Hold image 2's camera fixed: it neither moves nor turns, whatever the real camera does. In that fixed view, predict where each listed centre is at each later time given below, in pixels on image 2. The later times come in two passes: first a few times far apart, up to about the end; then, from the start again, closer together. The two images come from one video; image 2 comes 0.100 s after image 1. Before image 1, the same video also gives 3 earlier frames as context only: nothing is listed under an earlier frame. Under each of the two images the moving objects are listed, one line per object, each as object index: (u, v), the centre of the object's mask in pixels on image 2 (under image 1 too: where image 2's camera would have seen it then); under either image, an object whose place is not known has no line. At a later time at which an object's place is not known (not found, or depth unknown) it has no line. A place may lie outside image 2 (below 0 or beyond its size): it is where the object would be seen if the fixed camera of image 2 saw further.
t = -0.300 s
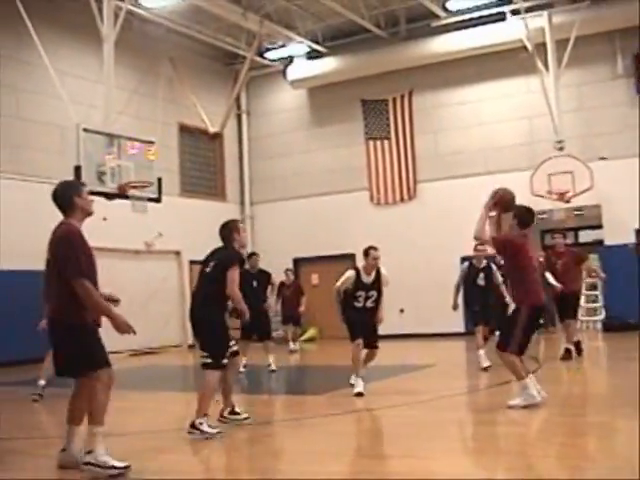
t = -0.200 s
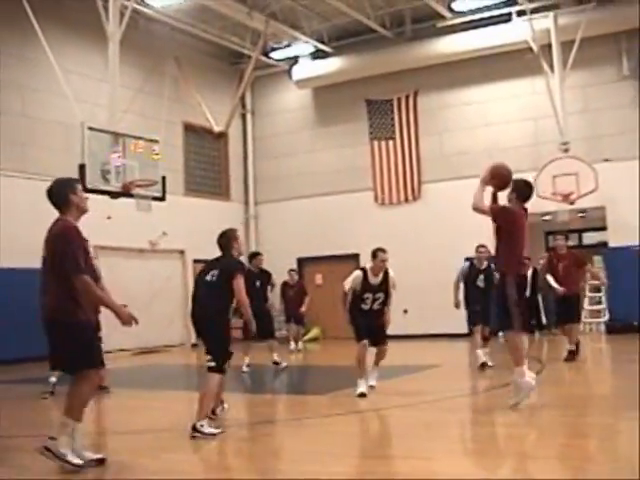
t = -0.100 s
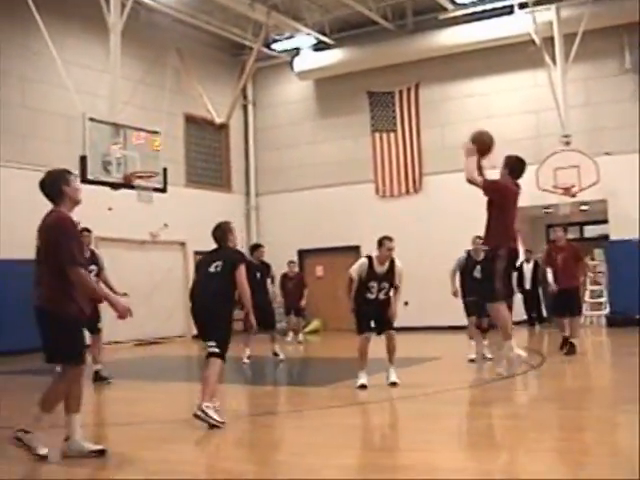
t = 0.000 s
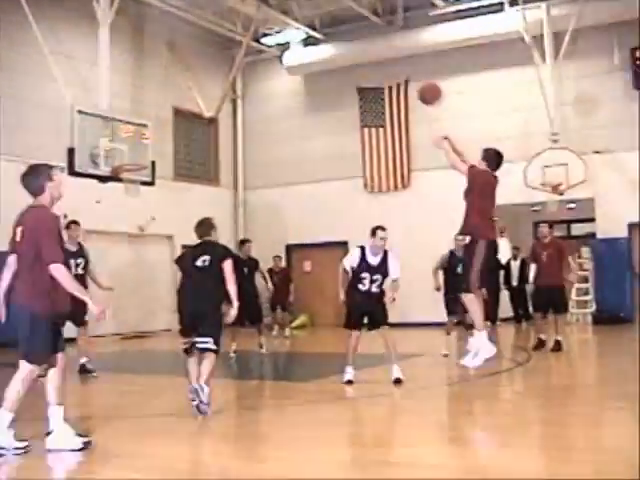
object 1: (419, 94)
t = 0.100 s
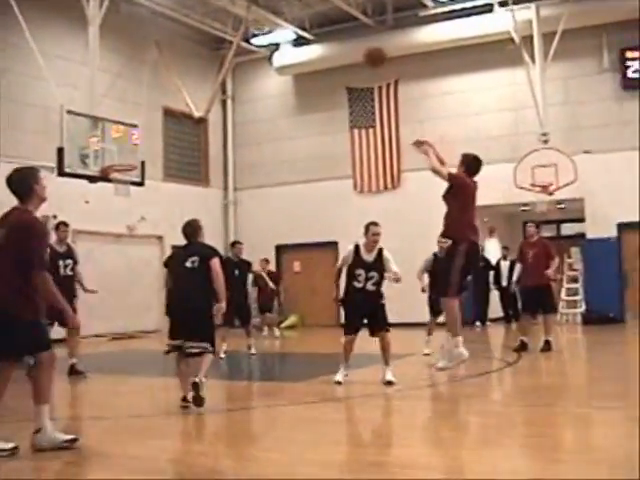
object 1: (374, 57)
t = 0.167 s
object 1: (349, 39)
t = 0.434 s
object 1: (264, 13)
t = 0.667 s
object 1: (207, 29)
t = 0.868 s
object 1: (167, 74)
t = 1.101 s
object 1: (130, 145)
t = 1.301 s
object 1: (126, 132)
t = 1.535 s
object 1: (146, 108)
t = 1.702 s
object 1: (163, 112)
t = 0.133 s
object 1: (362, 47)
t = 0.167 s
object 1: (349, 39)
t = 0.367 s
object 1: (281, 14)
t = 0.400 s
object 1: (273, 13)
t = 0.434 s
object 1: (264, 13)
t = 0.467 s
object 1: (254, 13)
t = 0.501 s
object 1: (246, 16)
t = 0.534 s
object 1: (238, 19)
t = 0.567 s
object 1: (231, 21)
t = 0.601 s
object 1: (223, 24)
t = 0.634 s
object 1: (215, 32)
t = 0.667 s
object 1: (207, 29)
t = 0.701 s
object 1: (202, 38)
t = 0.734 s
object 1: (194, 45)
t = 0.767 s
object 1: (186, 52)
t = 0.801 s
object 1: (179, 60)
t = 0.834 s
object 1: (173, 66)
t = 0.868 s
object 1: (167, 74)
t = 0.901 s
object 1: (161, 83)
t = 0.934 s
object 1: (156, 93)
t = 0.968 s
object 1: (150, 102)
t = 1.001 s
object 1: (145, 113)
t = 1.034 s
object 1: (140, 123)
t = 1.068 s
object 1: (135, 134)
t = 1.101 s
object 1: (130, 145)
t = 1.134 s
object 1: (125, 157)
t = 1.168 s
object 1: (122, 160)
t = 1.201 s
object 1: (120, 153)
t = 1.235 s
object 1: (120, 145)
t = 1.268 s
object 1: (123, 138)
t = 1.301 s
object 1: (126, 132)
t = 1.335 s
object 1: (129, 127)
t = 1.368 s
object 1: (132, 122)
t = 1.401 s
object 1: (134, 119)
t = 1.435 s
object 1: (137, 115)
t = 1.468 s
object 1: (140, 112)
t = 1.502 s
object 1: (143, 110)
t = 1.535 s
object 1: (146, 108)
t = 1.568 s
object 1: (150, 108)
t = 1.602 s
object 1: (152, 108)
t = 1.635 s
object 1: (155, 109)
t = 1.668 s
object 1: (158, 109)
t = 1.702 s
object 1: (163, 112)
